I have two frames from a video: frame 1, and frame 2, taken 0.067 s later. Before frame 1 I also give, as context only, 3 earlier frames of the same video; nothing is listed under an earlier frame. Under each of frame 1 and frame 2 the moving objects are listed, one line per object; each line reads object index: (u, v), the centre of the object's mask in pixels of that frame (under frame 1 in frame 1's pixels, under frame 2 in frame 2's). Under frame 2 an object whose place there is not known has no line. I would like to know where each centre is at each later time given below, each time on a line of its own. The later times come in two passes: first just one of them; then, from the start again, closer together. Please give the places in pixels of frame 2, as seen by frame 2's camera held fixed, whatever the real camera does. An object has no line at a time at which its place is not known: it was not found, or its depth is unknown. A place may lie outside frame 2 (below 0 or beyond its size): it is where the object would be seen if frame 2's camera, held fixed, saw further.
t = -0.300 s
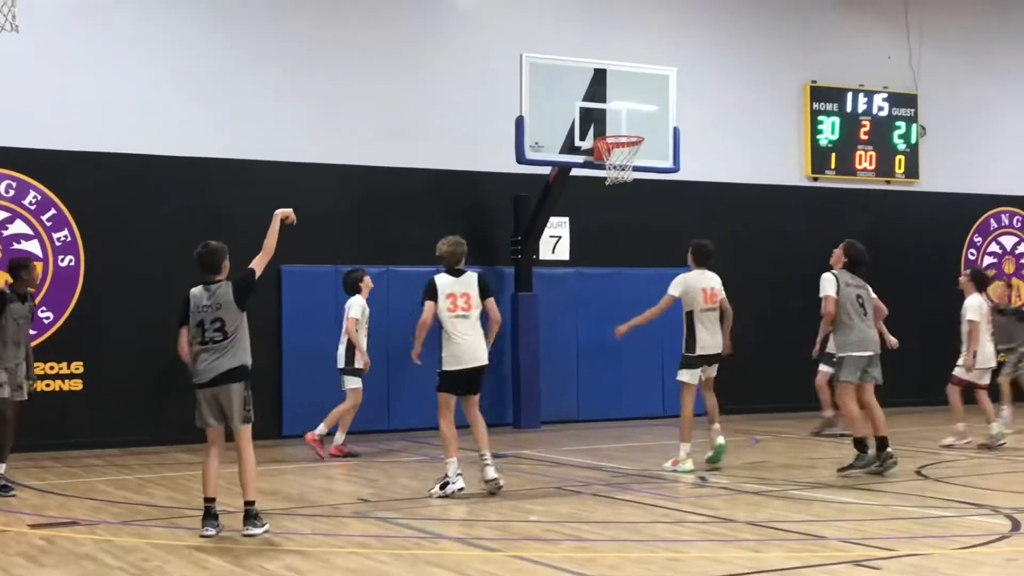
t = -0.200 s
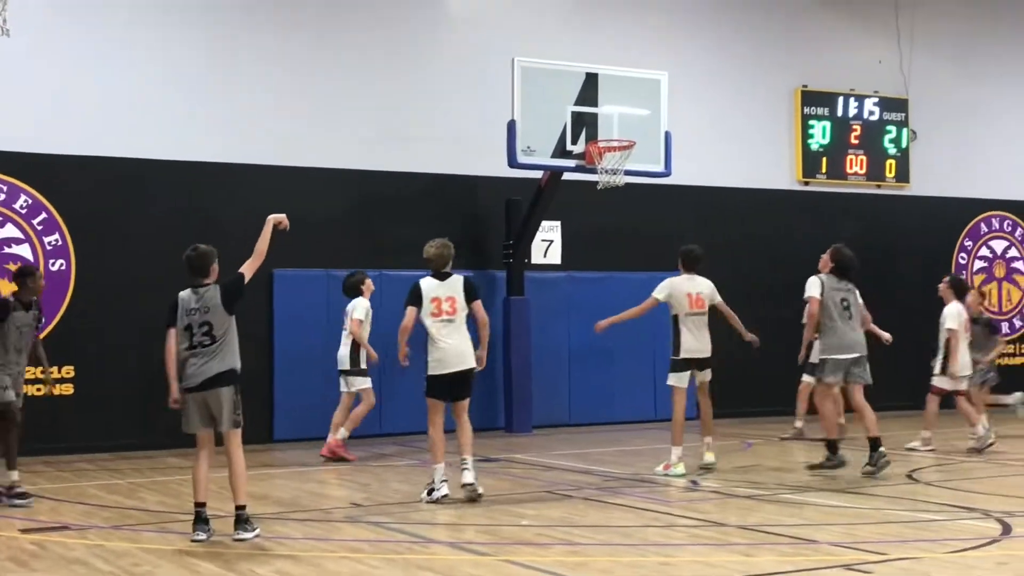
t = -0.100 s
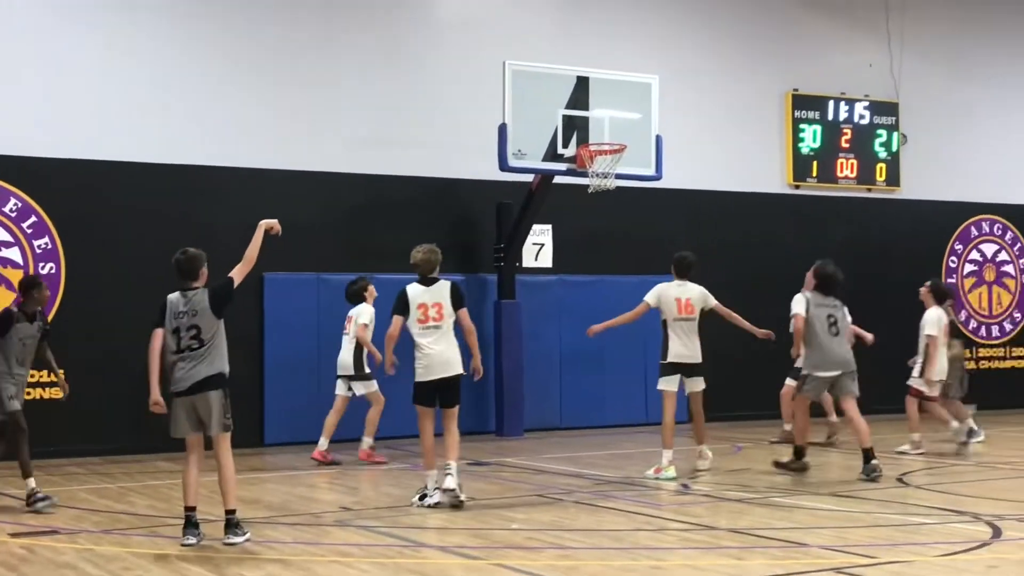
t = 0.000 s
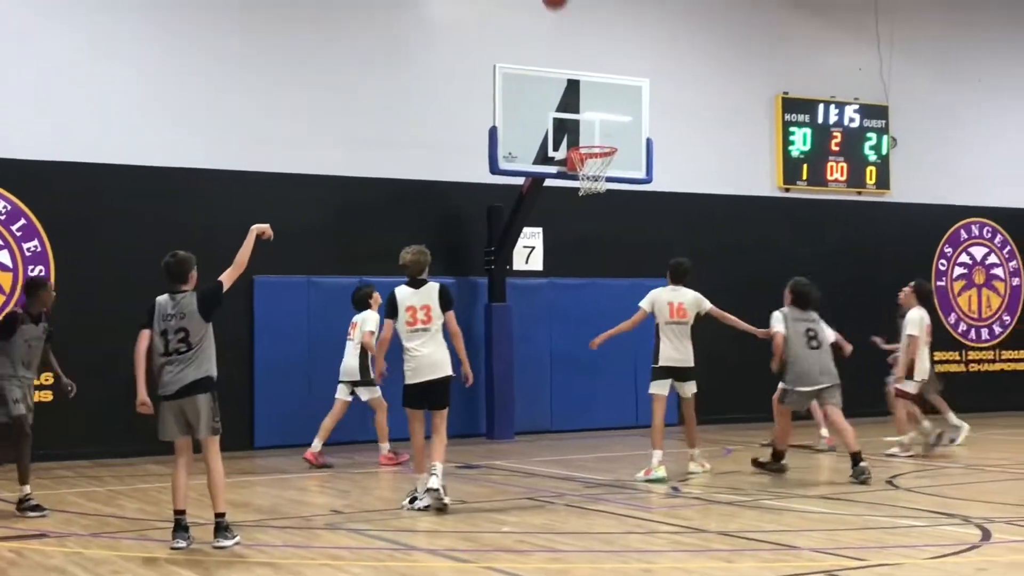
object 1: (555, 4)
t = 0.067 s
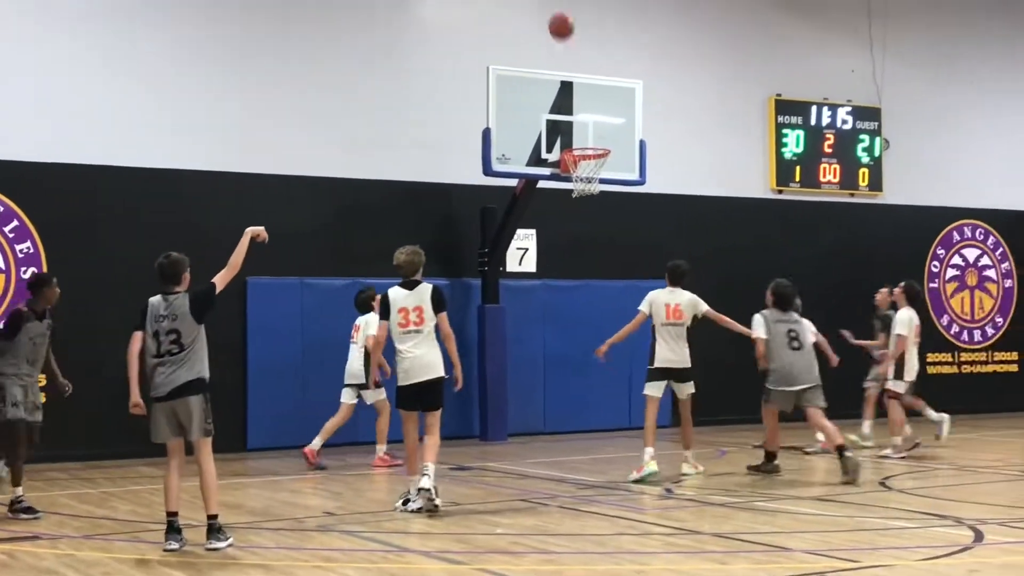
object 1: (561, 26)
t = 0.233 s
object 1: (592, 112)
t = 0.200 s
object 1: (586, 94)
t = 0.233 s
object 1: (592, 112)
